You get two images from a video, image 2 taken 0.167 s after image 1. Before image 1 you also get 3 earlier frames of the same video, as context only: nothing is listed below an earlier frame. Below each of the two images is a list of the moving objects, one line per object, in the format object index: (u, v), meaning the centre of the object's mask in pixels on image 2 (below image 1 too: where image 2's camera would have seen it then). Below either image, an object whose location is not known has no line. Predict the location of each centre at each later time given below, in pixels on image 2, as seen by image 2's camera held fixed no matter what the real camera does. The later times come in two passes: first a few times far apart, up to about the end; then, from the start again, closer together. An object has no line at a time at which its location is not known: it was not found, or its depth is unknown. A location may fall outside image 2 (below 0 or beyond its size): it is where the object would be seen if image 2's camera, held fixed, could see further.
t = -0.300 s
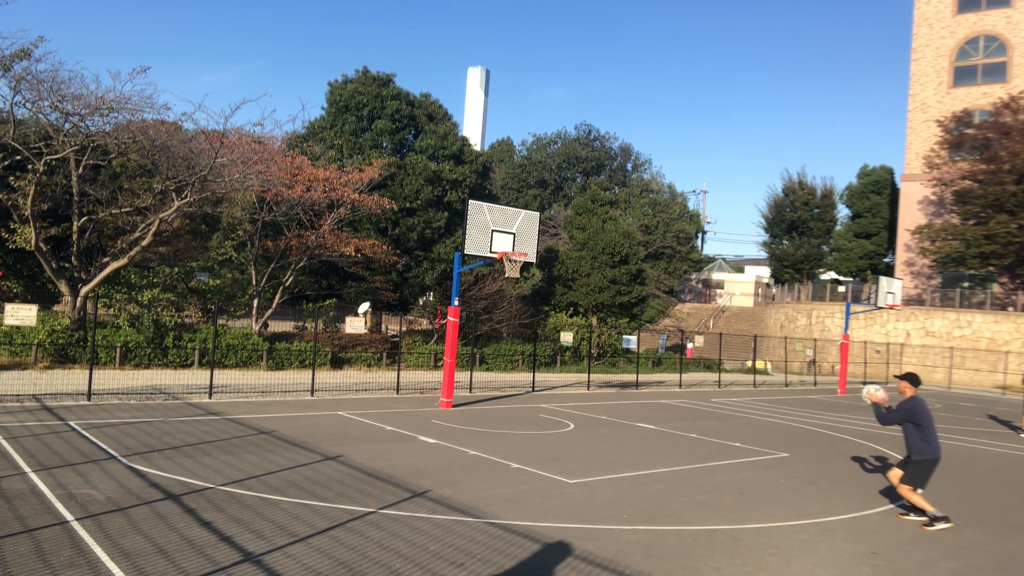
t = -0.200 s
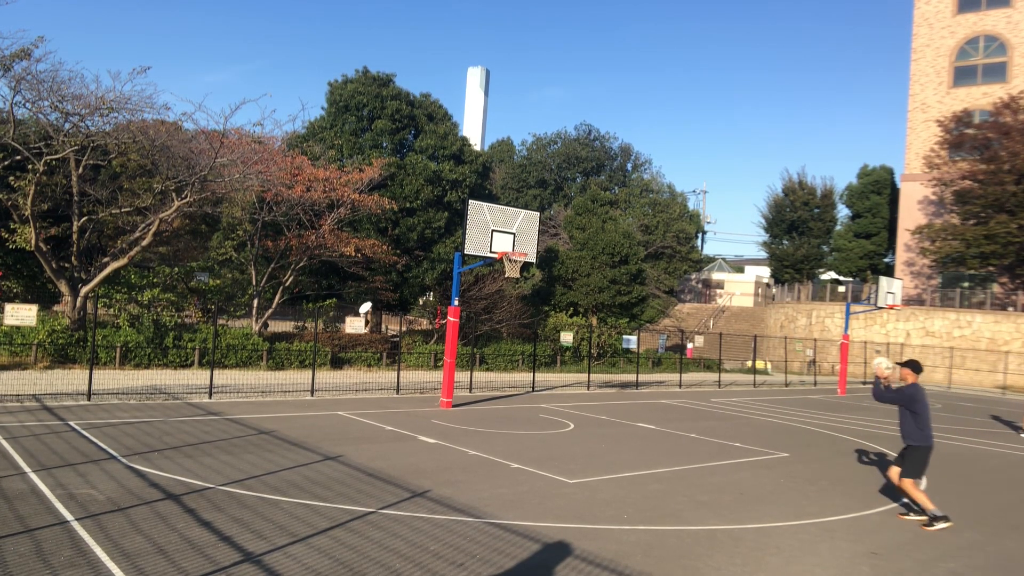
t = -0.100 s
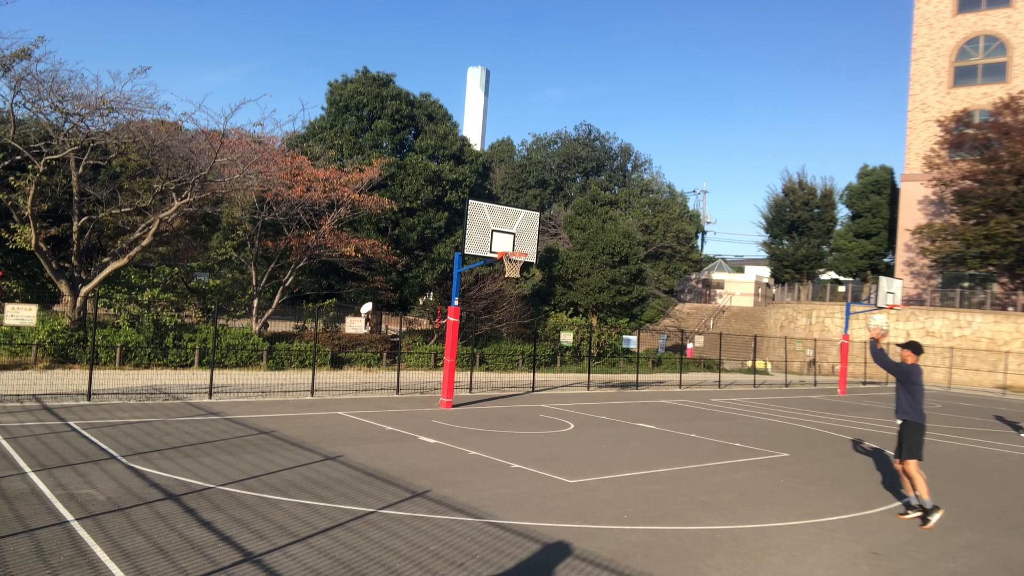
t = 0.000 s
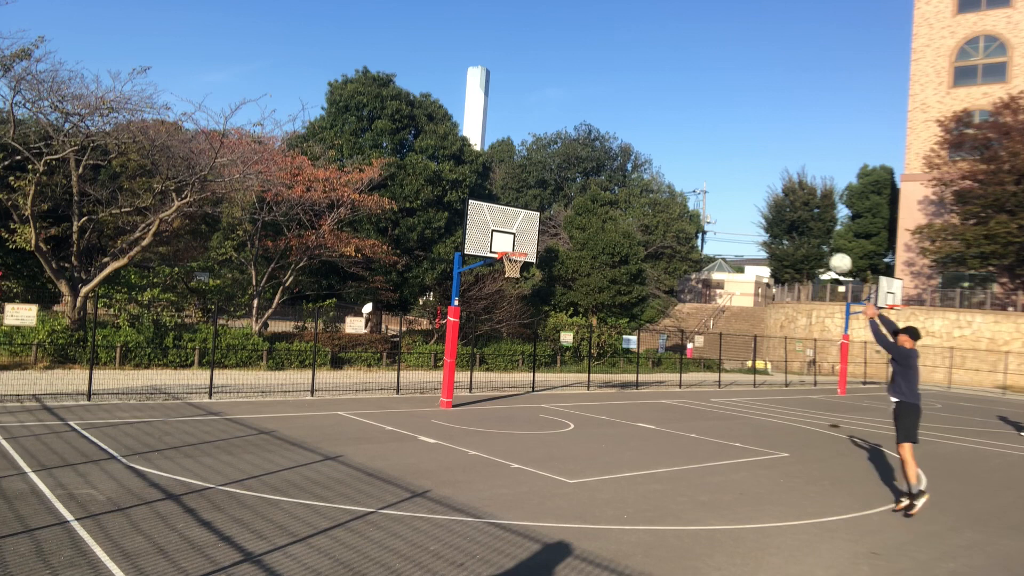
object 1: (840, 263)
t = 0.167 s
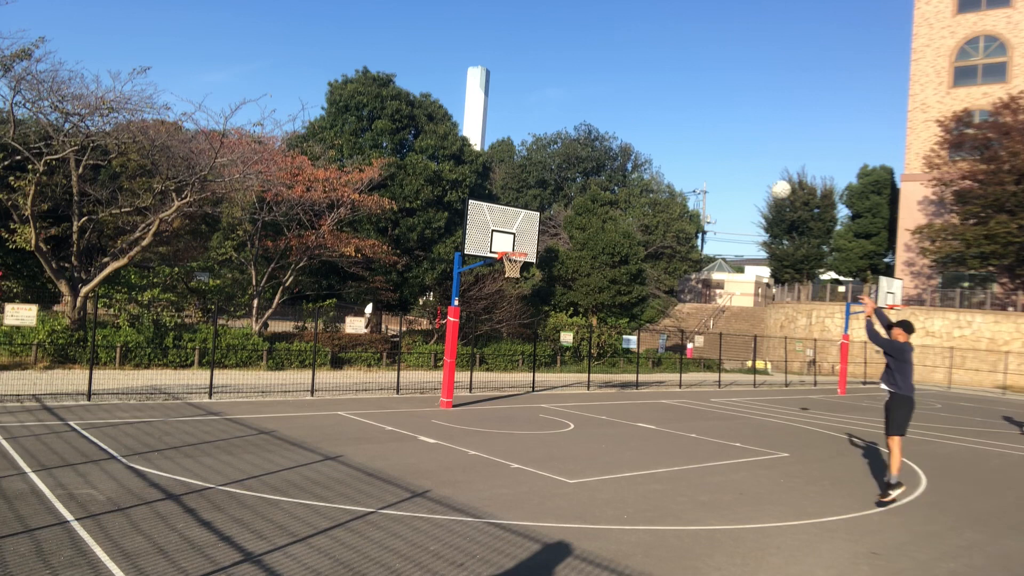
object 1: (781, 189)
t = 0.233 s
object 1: (759, 170)
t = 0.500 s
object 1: (682, 129)
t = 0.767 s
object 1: (616, 138)
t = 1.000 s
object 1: (565, 177)
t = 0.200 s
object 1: (770, 180)
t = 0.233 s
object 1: (759, 170)
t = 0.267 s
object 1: (748, 161)
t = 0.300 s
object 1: (738, 154)
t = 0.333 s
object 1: (728, 148)
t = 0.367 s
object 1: (718, 142)
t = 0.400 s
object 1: (709, 138)
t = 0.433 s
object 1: (699, 134)
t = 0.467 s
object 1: (690, 131)
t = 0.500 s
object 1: (682, 129)
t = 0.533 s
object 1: (673, 128)
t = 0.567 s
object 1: (665, 127)
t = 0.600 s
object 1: (656, 127)
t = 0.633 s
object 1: (648, 128)
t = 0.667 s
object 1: (640, 130)
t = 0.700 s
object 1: (632, 132)
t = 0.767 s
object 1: (616, 138)
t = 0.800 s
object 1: (608, 142)
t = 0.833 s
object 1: (601, 147)
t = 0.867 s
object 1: (593, 152)
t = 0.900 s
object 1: (586, 157)
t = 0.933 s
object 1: (579, 164)
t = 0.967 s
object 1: (572, 171)
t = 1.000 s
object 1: (565, 177)
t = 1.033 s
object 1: (559, 185)
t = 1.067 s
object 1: (552, 193)
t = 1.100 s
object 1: (546, 202)
